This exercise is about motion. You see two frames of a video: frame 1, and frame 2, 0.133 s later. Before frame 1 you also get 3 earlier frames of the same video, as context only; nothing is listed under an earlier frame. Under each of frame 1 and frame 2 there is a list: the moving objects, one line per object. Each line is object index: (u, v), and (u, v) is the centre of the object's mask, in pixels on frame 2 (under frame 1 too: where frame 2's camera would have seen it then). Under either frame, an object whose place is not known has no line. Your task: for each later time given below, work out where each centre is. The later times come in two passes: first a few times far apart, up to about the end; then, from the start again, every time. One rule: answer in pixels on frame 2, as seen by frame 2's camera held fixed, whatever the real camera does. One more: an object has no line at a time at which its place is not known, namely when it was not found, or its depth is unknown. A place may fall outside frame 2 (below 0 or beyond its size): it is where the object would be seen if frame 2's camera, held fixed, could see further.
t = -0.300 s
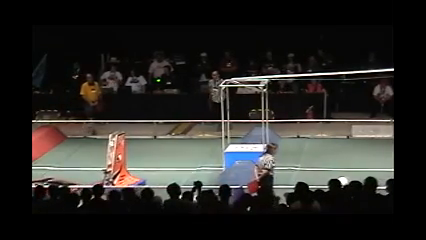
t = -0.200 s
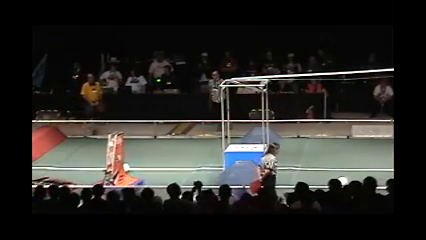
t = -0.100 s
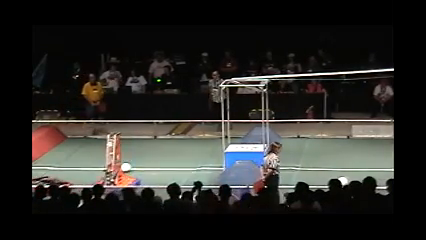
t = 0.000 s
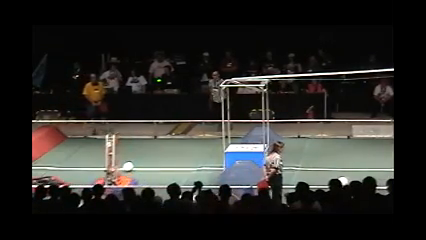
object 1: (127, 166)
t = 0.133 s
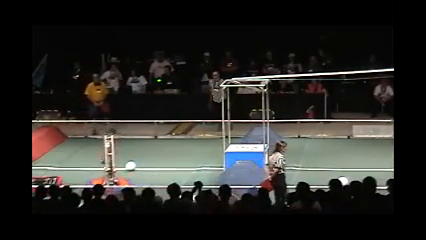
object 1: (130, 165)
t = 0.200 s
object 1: (131, 165)
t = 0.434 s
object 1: (137, 164)
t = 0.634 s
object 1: (142, 163)
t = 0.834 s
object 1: (148, 162)
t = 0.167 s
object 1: (131, 165)
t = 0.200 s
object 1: (131, 165)
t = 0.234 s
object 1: (132, 165)
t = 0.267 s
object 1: (132, 165)
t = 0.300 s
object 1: (133, 164)
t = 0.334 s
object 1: (134, 164)
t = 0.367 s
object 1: (135, 164)
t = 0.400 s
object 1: (136, 164)
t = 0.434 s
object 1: (137, 164)
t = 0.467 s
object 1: (137, 164)
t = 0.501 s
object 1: (138, 164)
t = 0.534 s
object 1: (139, 163)
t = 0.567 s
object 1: (140, 163)
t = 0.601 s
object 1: (141, 163)
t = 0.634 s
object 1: (142, 163)
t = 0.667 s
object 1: (143, 163)
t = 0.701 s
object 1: (144, 162)
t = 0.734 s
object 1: (145, 162)
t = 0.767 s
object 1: (146, 162)
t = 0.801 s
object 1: (147, 162)
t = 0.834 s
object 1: (148, 162)
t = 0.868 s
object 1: (149, 162)
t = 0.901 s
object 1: (153, 162)
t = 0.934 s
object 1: (153, 161)
